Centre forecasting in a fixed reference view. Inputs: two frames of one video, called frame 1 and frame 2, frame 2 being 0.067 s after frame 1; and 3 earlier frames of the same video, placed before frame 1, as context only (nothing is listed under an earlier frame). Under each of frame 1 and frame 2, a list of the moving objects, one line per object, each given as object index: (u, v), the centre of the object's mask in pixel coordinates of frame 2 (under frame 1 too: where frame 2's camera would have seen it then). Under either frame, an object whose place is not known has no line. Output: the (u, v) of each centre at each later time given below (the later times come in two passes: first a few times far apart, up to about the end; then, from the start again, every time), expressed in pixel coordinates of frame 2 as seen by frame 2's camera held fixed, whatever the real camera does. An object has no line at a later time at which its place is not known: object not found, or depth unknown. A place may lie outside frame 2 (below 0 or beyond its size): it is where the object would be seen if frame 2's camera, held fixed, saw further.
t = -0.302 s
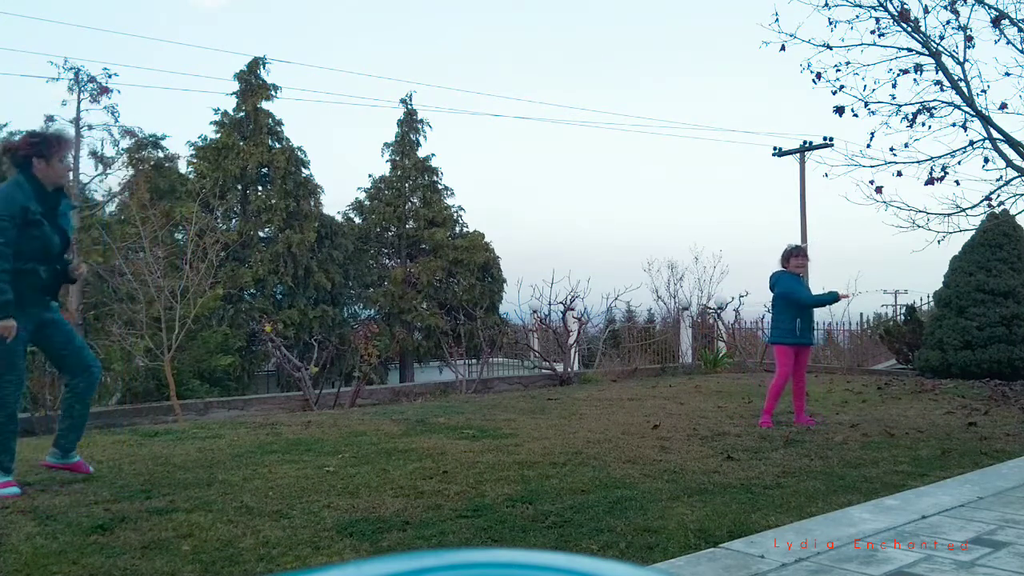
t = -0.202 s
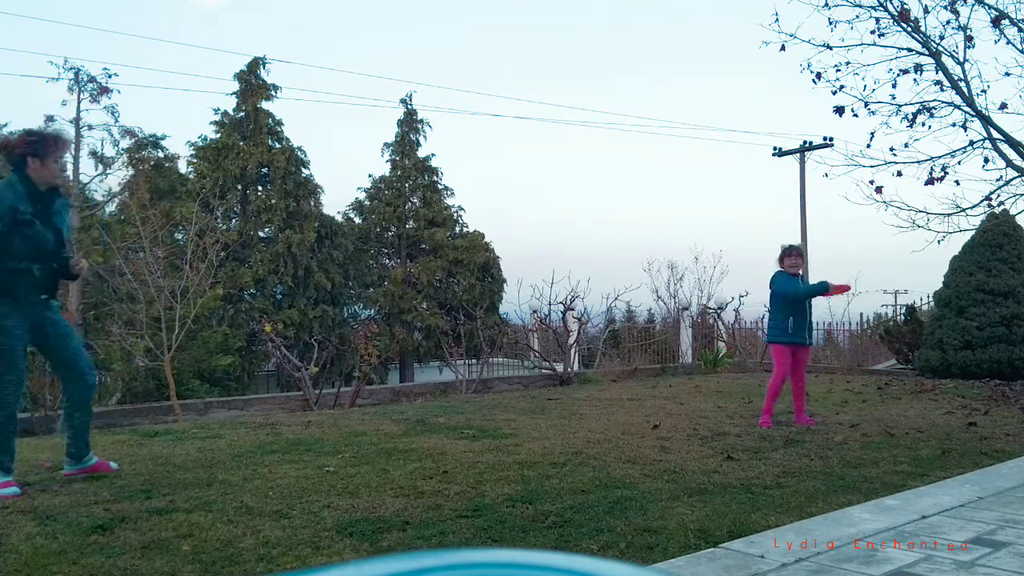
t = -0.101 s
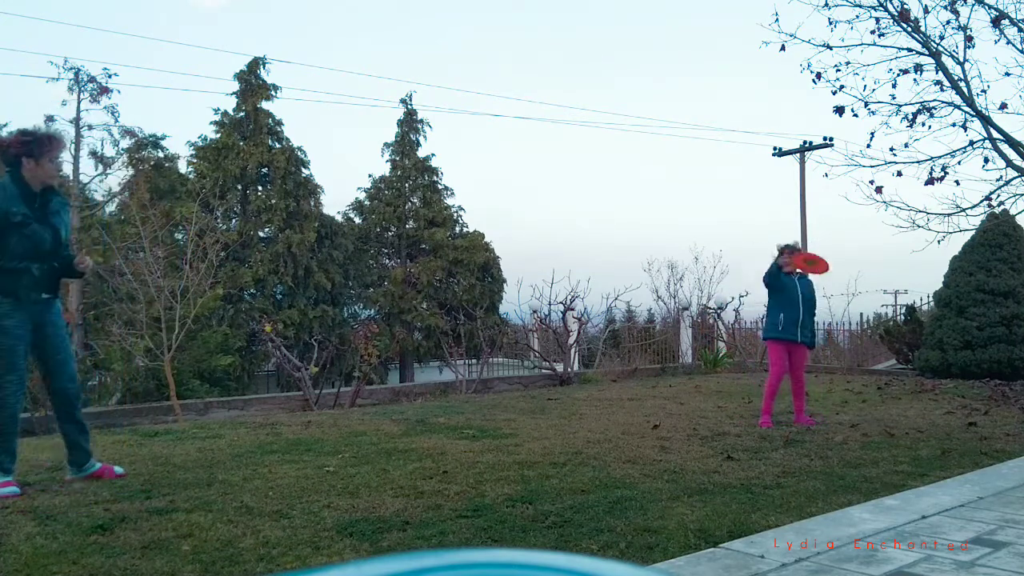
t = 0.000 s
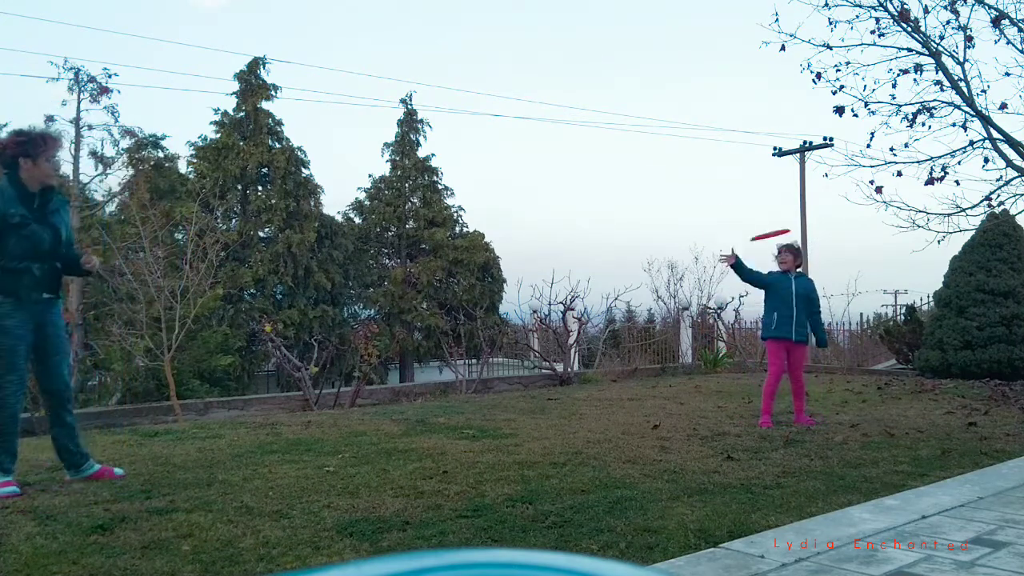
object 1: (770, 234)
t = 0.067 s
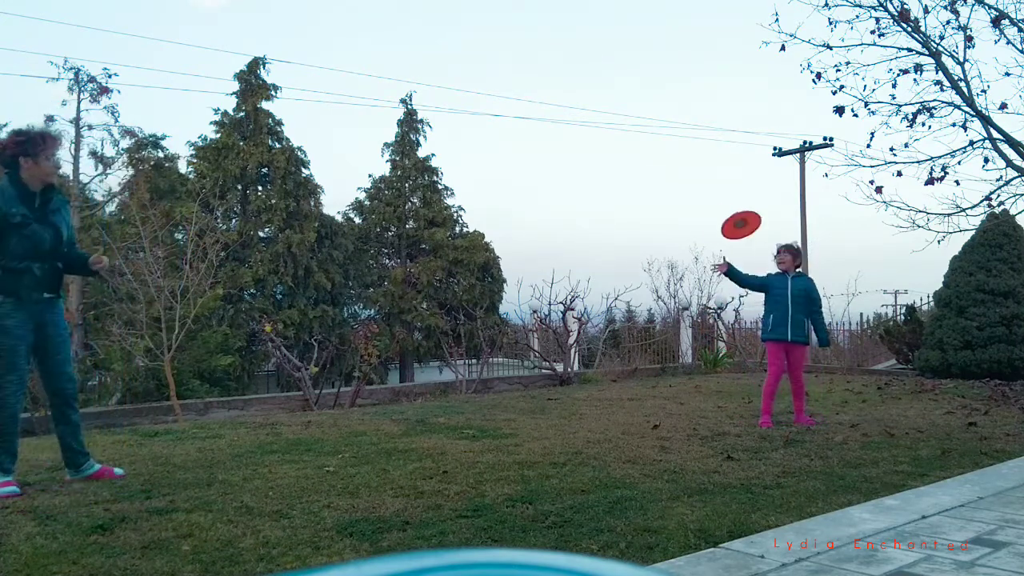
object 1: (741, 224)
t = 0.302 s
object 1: (621, 217)
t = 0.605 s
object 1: (437, 252)
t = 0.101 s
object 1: (725, 221)
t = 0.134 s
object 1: (708, 218)
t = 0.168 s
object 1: (692, 216)
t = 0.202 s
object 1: (675, 214)
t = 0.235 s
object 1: (658, 214)
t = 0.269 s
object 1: (640, 215)
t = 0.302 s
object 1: (621, 217)
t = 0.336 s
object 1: (602, 219)
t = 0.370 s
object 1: (582, 221)
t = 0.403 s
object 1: (563, 224)
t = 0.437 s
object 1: (543, 227)
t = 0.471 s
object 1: (522, 231)
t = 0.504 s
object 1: (501, 236)
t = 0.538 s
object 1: (480, 241)
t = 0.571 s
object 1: (458, 246)
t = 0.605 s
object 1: (437, 252)
